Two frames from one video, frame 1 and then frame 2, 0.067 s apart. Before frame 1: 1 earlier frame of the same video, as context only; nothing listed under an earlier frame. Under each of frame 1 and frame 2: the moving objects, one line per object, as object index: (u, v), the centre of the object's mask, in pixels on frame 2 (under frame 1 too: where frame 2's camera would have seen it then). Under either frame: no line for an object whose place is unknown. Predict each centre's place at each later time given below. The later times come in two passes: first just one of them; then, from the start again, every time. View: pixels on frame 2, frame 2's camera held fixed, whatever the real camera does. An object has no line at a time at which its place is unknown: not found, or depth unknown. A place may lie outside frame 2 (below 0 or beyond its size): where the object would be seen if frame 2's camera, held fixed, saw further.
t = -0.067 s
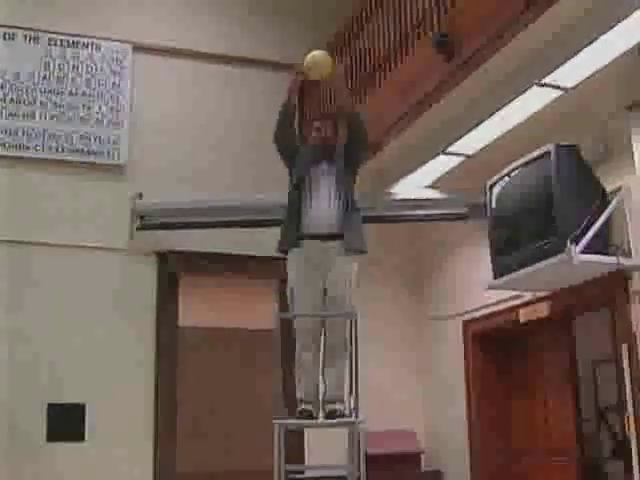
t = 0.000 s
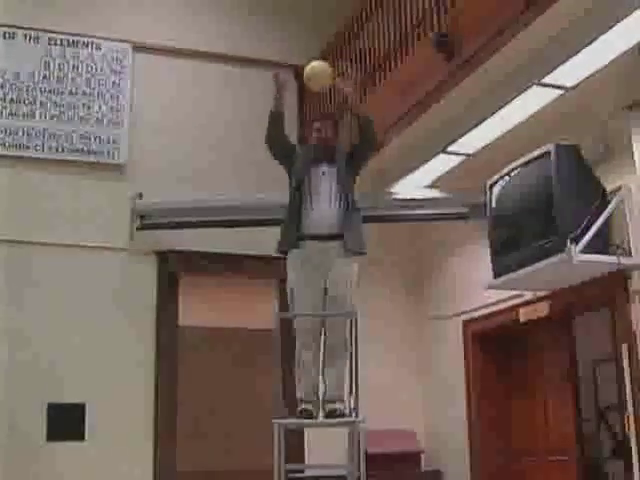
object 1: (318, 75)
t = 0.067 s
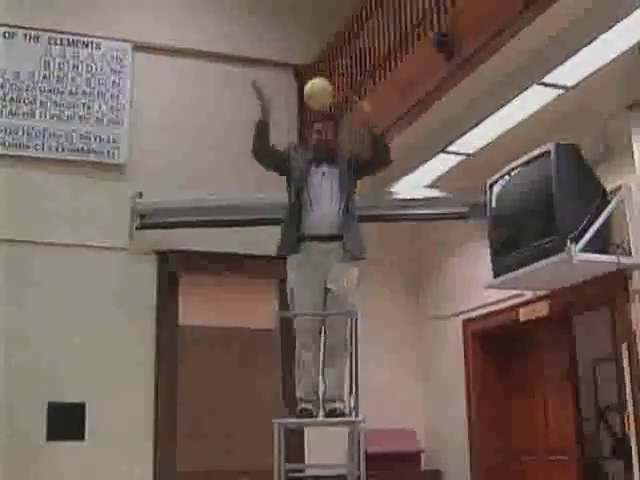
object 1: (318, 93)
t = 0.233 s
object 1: (319, 171)
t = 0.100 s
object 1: (318, 105)
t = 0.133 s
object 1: (319, 120)
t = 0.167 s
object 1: (319, 134)
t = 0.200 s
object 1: (319, 153)
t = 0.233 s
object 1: (319, 171)
